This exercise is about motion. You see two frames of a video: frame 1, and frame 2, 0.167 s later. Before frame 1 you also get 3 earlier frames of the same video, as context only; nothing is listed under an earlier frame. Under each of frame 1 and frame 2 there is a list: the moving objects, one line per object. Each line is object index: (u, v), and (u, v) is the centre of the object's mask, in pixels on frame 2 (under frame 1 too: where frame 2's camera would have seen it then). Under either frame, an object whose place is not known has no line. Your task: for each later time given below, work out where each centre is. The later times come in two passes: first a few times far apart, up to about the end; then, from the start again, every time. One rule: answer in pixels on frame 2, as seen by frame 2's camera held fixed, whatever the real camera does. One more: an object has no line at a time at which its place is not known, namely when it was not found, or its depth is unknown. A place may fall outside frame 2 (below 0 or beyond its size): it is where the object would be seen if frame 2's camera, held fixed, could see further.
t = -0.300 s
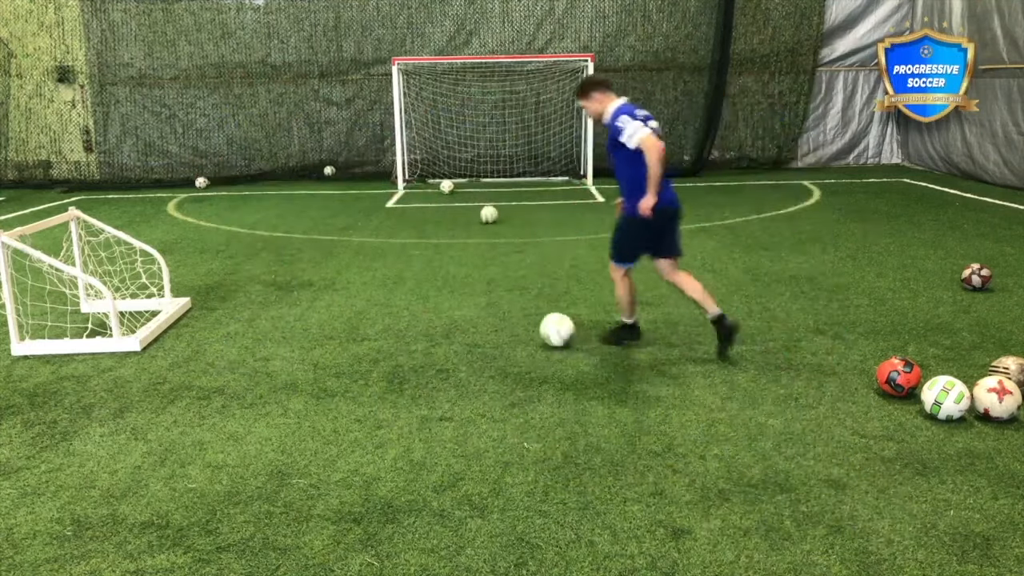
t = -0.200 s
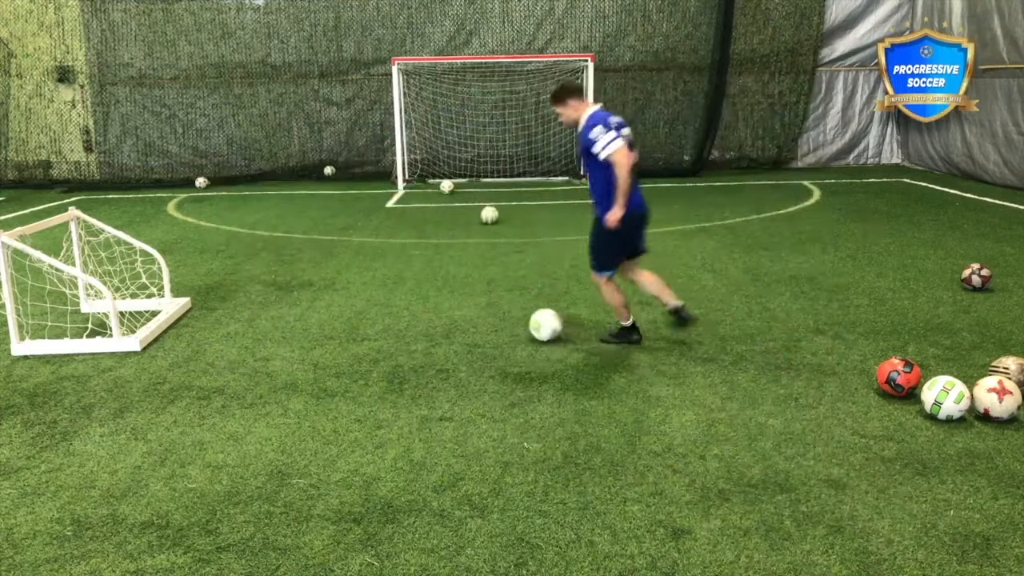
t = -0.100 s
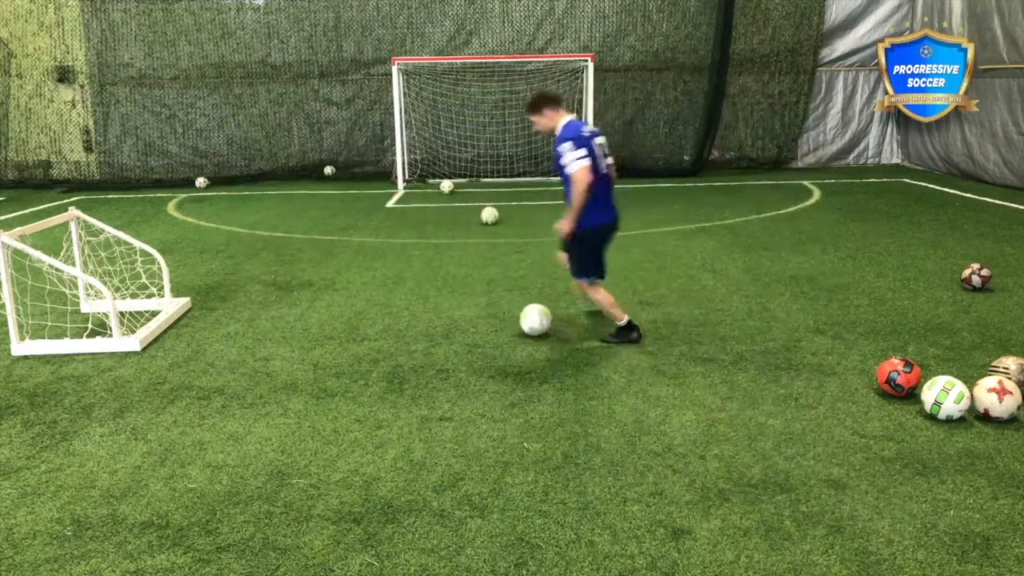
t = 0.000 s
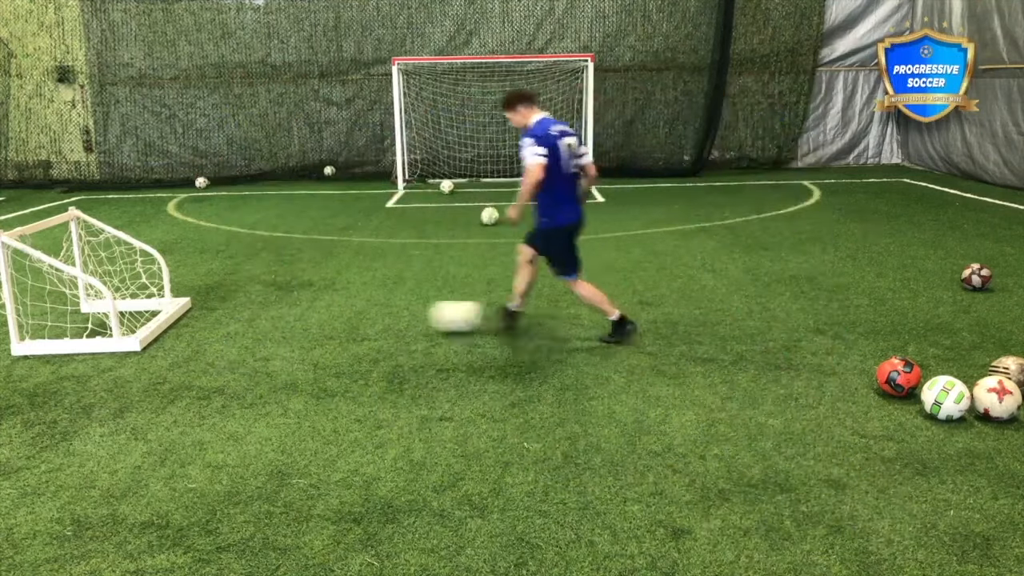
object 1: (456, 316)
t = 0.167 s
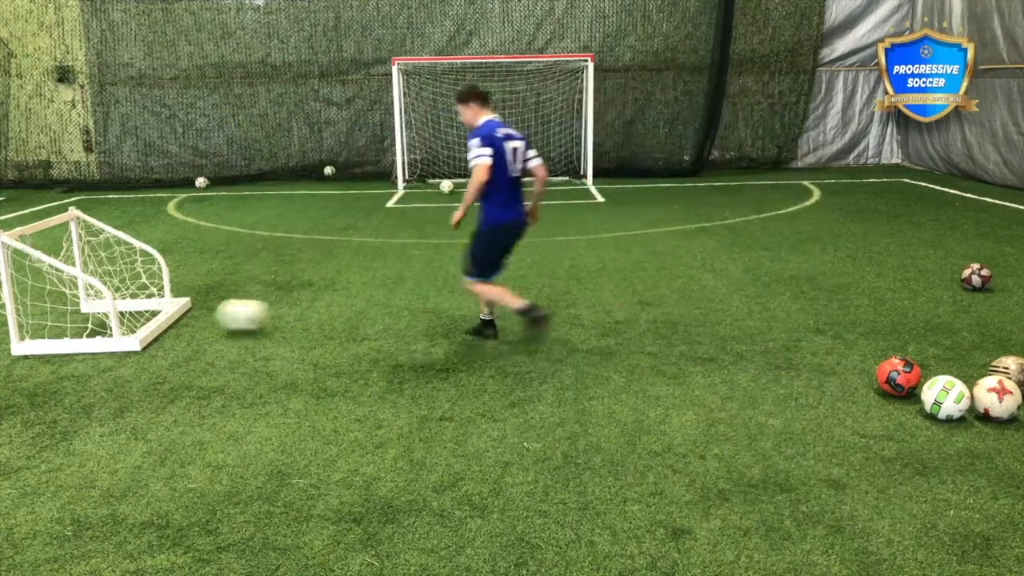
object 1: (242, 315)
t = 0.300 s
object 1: (164, 252)
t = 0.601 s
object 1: (159, 42)
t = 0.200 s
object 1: (205, 315)
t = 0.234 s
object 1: (173, 316)
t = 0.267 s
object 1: (165, 282)
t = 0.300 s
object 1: (164, 252)
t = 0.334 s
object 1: (162, 225)
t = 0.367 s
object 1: (161, 197)
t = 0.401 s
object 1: (161, 171)
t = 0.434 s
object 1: (161, 146)
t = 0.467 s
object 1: (160, 122)
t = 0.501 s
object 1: (160, 99)
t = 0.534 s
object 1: (159, 78)
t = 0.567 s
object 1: (159, 58)
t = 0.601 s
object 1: (159, 42)
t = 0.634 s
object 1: (159, 25)
